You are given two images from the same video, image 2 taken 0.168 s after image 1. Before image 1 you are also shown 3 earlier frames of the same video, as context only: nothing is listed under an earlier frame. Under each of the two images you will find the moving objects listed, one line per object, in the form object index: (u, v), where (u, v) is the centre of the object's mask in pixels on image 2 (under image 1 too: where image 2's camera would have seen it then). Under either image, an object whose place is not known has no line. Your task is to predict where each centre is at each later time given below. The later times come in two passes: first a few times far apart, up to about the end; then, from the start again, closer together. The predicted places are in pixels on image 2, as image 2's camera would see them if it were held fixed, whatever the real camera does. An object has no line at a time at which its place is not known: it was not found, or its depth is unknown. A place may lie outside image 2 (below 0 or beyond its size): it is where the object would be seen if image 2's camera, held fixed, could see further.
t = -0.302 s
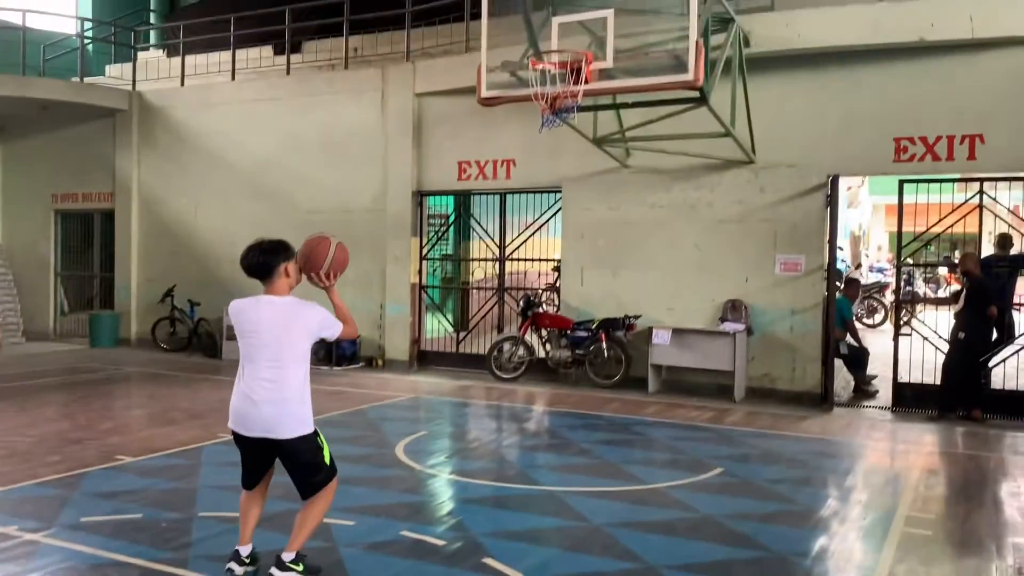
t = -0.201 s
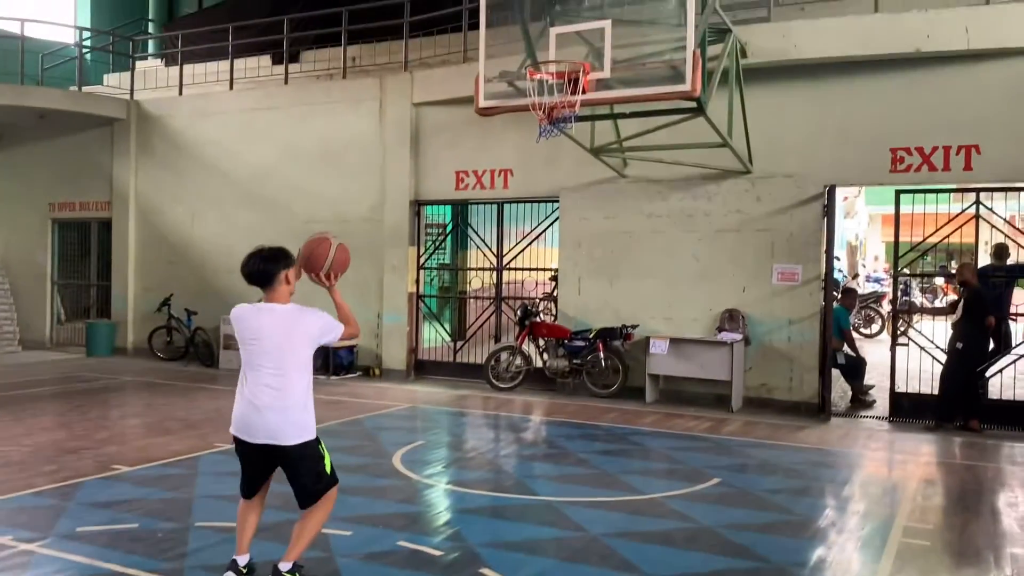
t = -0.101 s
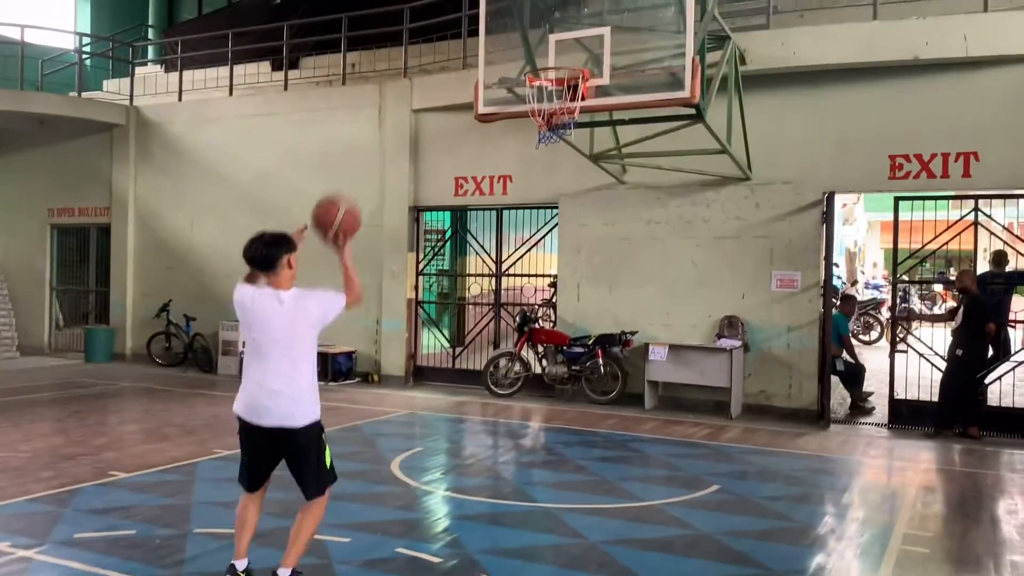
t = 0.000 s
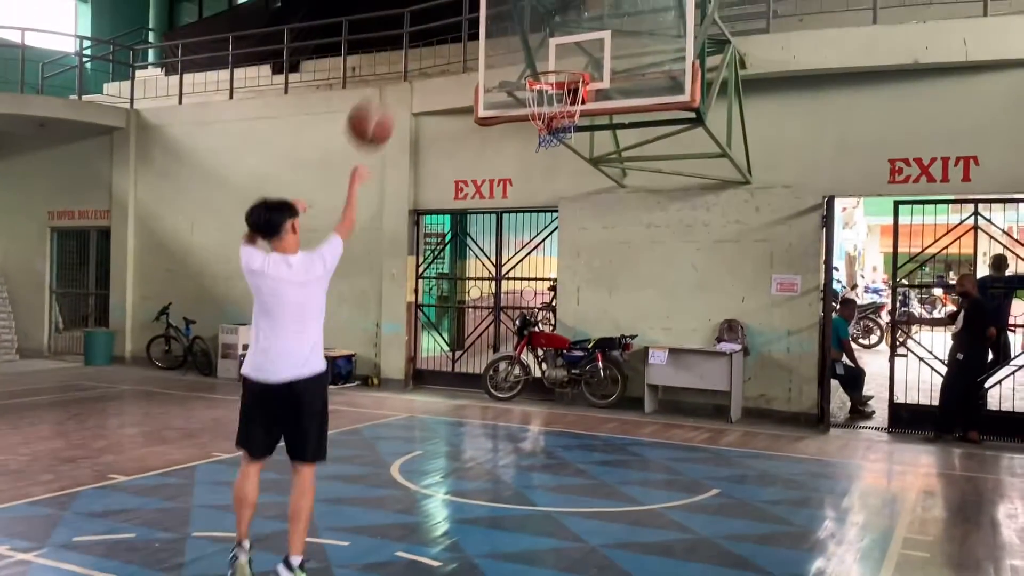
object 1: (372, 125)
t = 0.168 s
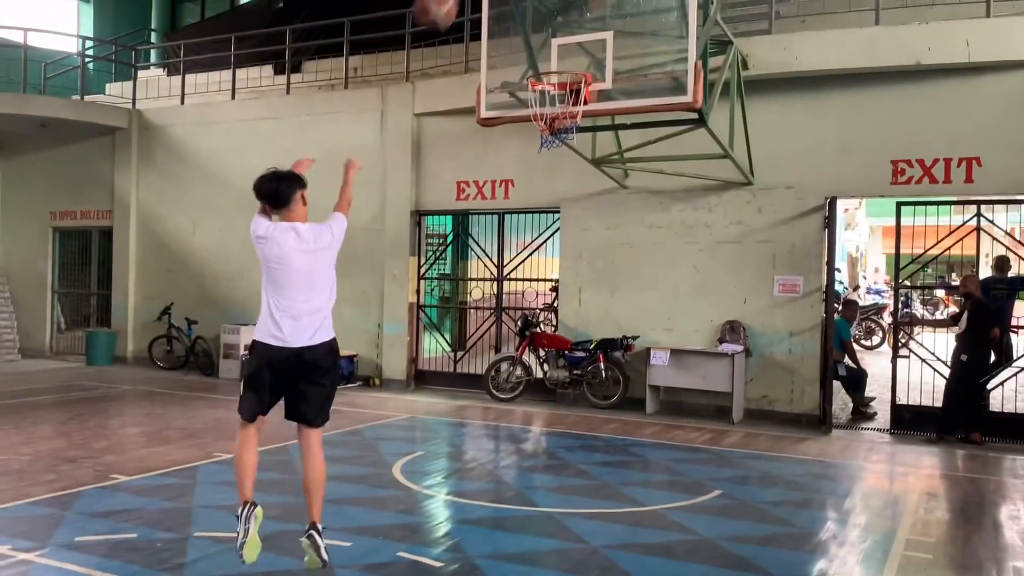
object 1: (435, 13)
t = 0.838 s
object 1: (585, 48)
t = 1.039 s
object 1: (556, 106)
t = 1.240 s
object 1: (535, 118)
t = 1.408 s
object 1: (526, 160)
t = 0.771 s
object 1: (577, 25)
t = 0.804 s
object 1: (581, 33)
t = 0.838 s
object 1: (585, 48)
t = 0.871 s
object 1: (581, 55)
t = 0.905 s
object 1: (577, 61)
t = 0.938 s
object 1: (570, 66)
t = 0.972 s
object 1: (564, 86)
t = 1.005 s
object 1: (559, 97)
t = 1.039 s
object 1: (556, 106)
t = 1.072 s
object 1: (551, 109)
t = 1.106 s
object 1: (549, 111)
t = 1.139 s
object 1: (545, 111)
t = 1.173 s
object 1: (540, 114)
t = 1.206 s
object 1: (537, 115)
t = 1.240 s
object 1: (535, 118)
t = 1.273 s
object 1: (533, 124)
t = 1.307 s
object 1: (530, 130)
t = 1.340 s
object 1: (529, 137)
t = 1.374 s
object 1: (527, 149)
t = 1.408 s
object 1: (526, 160)
